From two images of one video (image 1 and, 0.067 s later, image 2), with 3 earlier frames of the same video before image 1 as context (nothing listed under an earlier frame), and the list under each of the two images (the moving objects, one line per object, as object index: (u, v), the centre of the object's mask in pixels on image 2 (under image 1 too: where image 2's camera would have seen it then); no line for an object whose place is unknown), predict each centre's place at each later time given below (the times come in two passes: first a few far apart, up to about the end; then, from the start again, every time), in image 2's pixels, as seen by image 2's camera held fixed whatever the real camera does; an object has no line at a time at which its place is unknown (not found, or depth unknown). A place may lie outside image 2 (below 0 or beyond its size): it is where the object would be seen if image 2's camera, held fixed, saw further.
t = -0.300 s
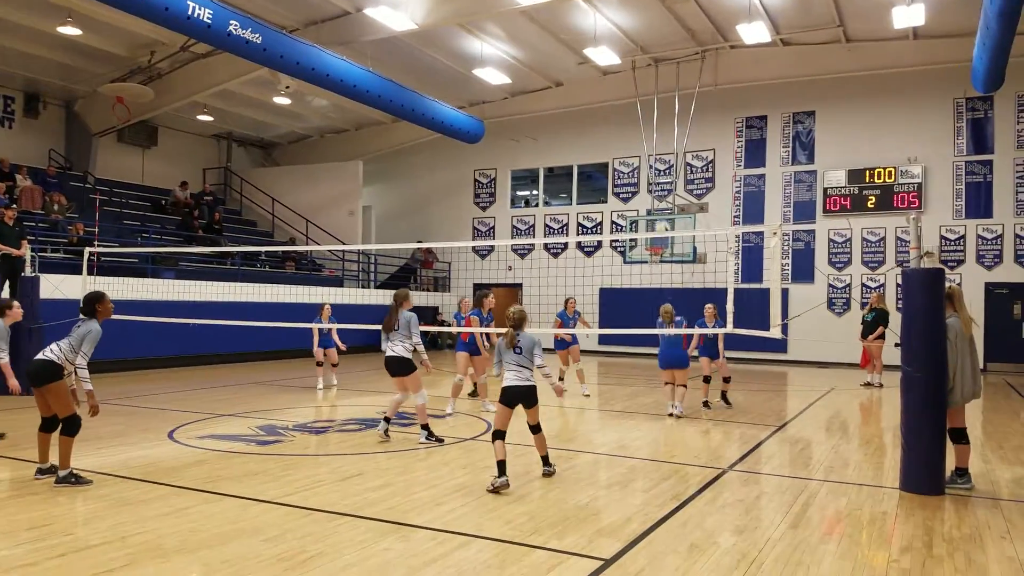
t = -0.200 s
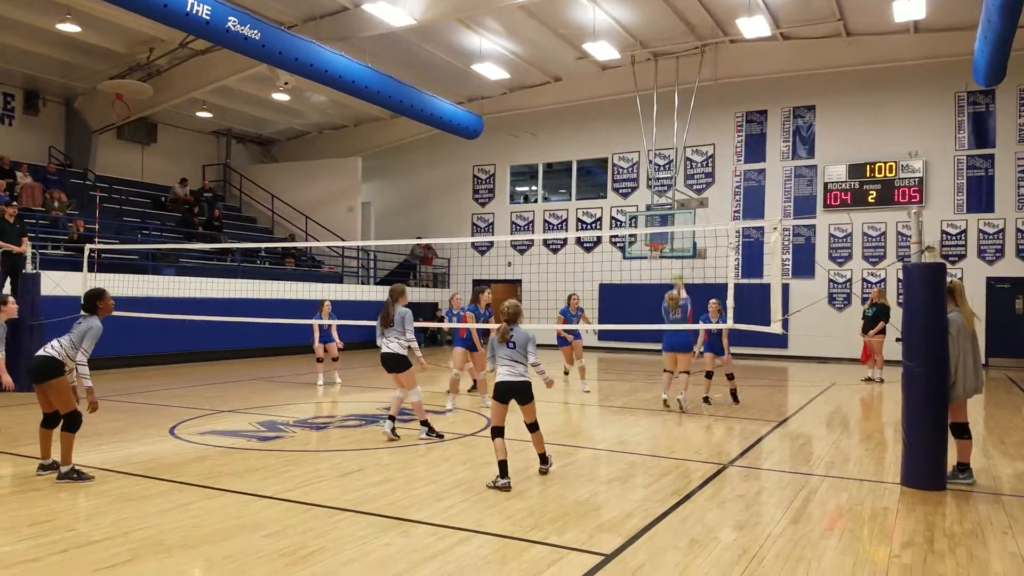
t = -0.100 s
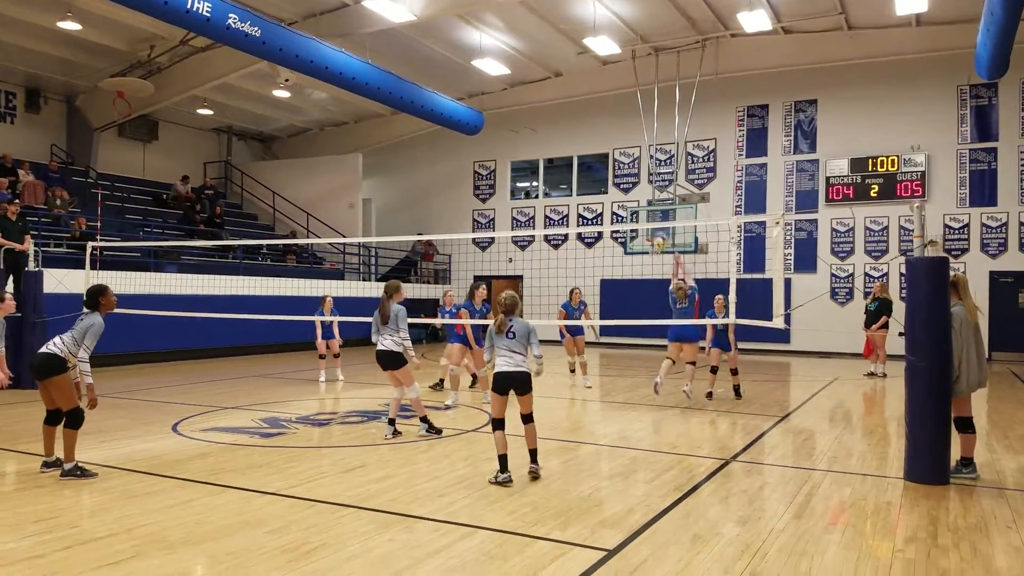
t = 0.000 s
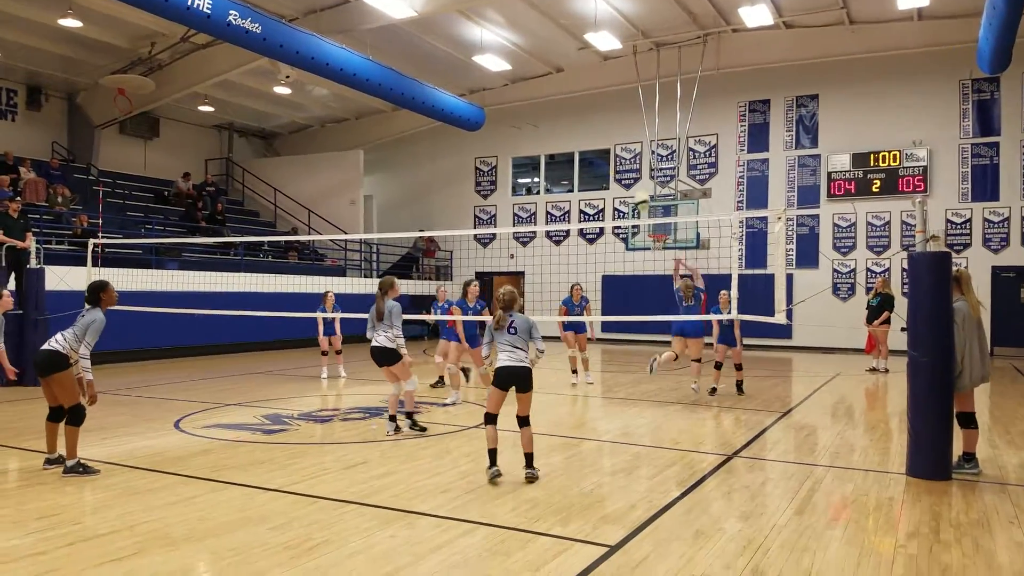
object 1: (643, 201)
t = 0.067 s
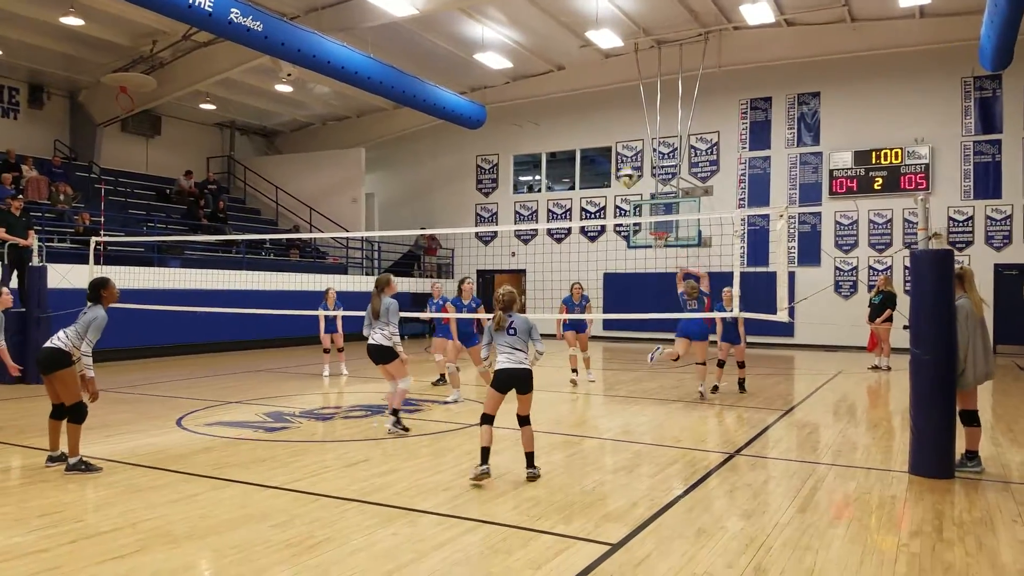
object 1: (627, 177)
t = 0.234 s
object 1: (577, 130)
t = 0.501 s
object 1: (484, 106)
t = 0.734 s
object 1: (359, 160)
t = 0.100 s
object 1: (618, 165)
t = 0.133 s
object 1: (608, 156)
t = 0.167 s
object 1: (599, 148)
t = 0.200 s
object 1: (588, 140)
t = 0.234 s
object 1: (577, 130)
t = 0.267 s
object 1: (568, 126)
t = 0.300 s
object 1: (558, 120)
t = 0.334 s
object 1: (547, 115)
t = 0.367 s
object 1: (536, 112)
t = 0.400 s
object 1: (524, 108)
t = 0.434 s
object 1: (512, 107)
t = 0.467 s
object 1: (498, 106)
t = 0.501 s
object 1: (484, 106)
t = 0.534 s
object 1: (468, 109)
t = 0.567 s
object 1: (452, 112)
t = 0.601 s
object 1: (436, 118)
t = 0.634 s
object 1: (418, 125)
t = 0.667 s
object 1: (400, 134)
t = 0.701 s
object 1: (380, 146)
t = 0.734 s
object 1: (359, 160)
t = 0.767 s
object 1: (337, 176)
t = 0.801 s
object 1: (313, 196)
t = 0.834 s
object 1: (285, 222)
